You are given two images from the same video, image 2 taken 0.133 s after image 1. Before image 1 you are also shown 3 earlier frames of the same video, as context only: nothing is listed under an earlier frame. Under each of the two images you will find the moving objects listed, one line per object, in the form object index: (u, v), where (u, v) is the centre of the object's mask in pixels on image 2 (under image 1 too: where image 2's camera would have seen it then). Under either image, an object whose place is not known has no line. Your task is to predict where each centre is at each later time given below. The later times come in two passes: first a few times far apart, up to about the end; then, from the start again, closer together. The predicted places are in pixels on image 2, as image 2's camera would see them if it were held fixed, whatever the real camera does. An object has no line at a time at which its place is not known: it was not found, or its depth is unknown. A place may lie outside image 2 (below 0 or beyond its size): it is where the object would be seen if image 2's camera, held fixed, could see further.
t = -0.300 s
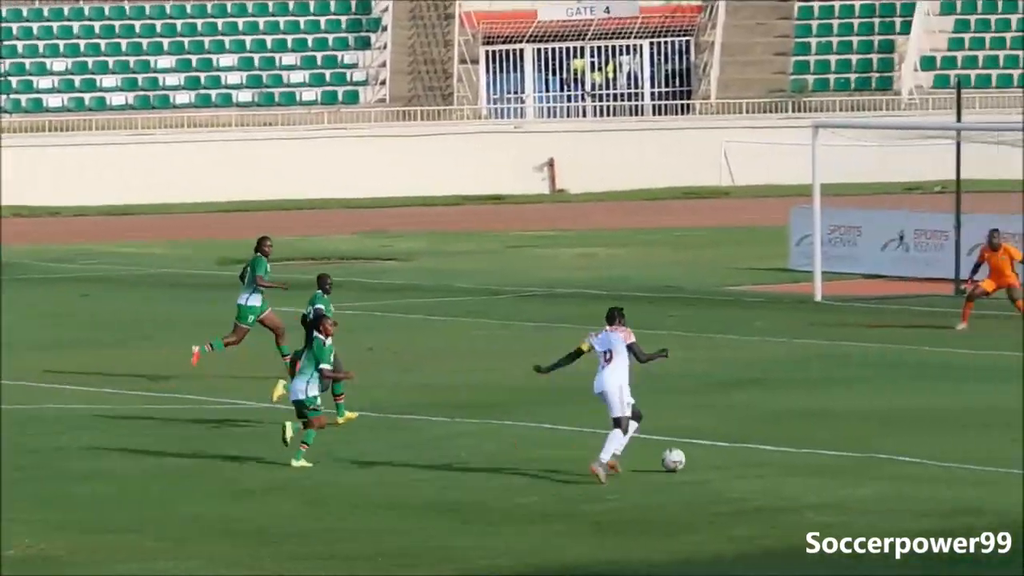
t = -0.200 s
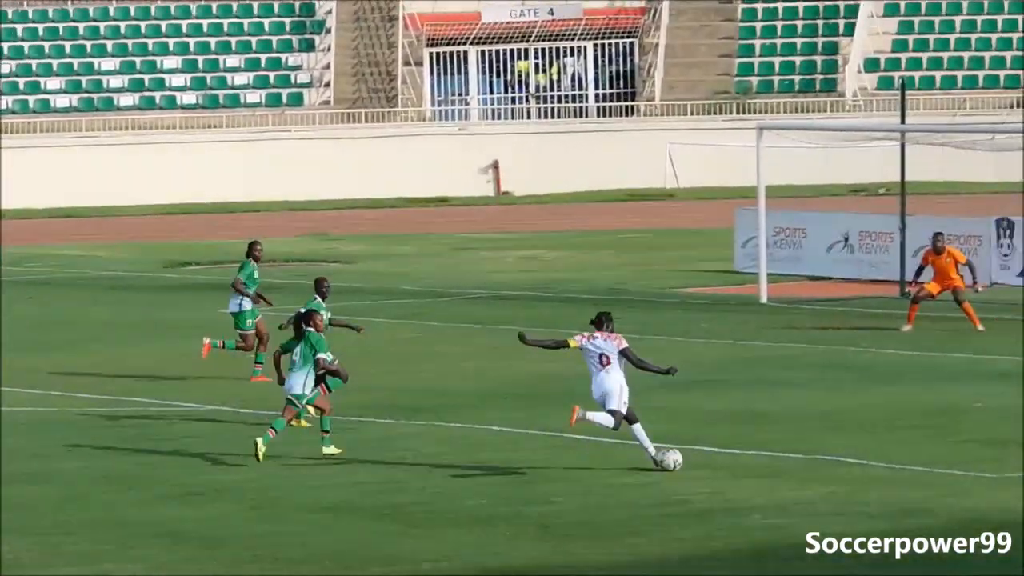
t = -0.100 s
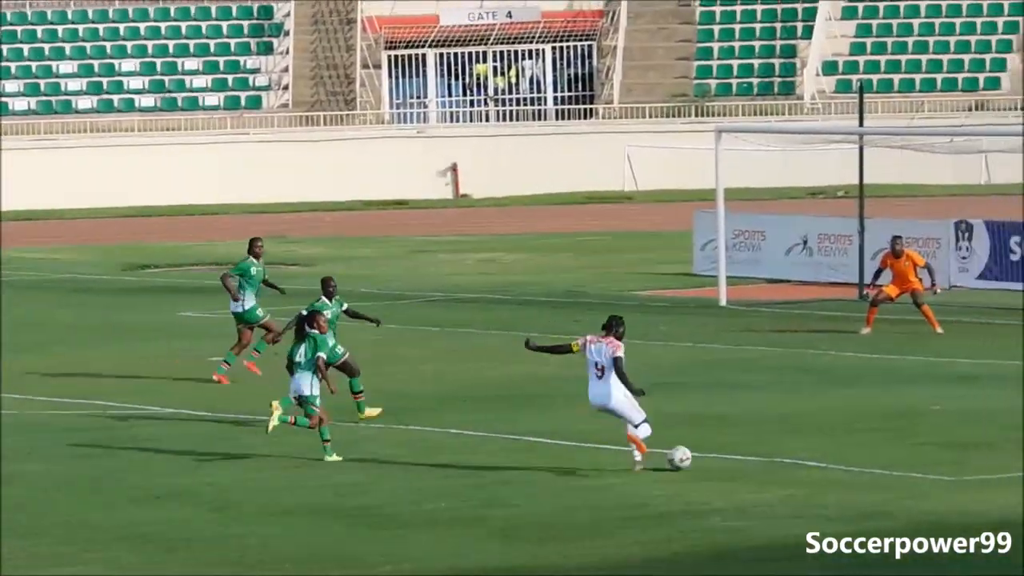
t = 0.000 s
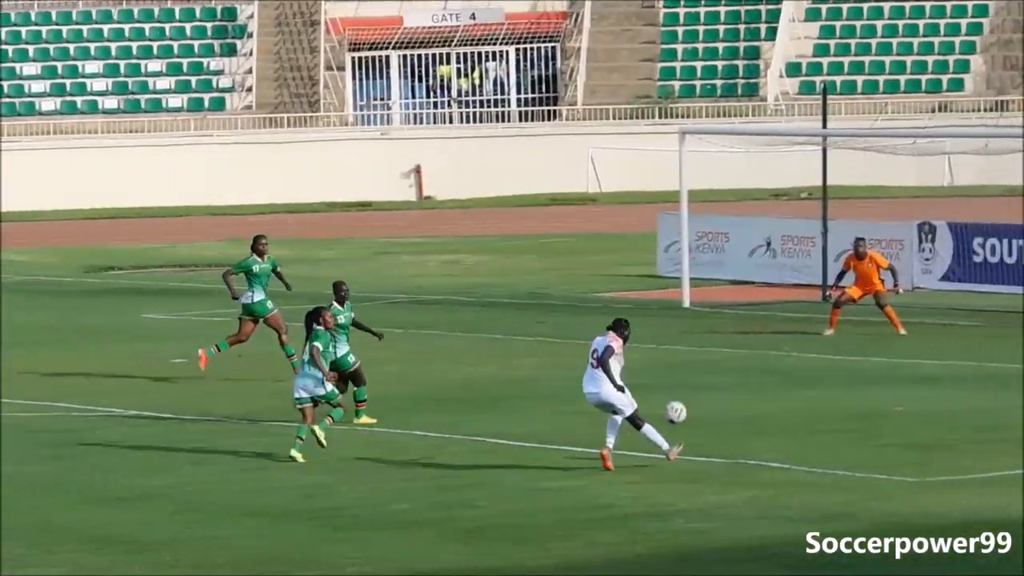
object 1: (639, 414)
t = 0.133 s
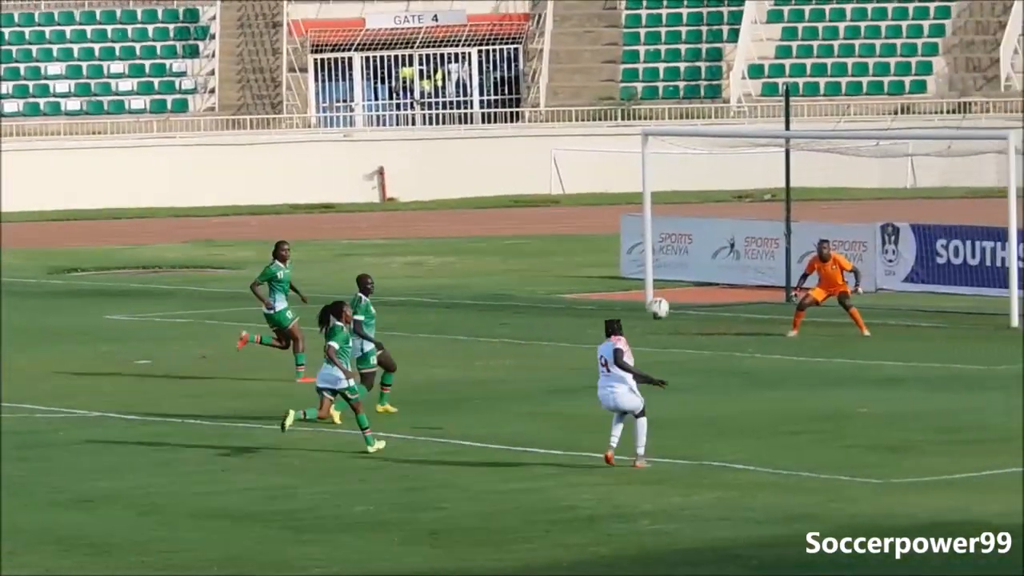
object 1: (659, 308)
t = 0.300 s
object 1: (678, 205)
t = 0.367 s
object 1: (683, 173)
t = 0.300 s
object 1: (678, 205)
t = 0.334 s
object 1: (681, 188)
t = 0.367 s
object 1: (683, 173)
